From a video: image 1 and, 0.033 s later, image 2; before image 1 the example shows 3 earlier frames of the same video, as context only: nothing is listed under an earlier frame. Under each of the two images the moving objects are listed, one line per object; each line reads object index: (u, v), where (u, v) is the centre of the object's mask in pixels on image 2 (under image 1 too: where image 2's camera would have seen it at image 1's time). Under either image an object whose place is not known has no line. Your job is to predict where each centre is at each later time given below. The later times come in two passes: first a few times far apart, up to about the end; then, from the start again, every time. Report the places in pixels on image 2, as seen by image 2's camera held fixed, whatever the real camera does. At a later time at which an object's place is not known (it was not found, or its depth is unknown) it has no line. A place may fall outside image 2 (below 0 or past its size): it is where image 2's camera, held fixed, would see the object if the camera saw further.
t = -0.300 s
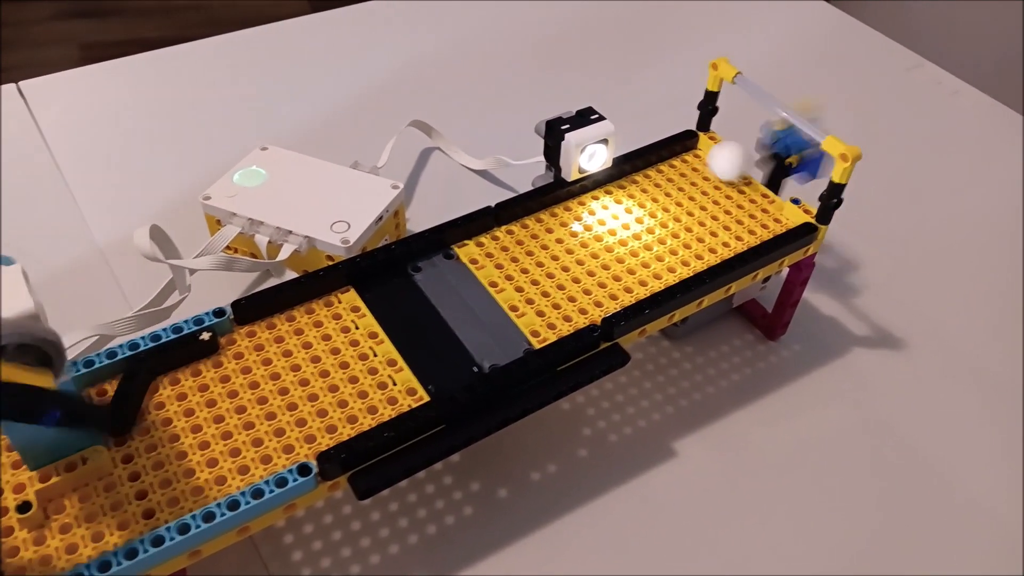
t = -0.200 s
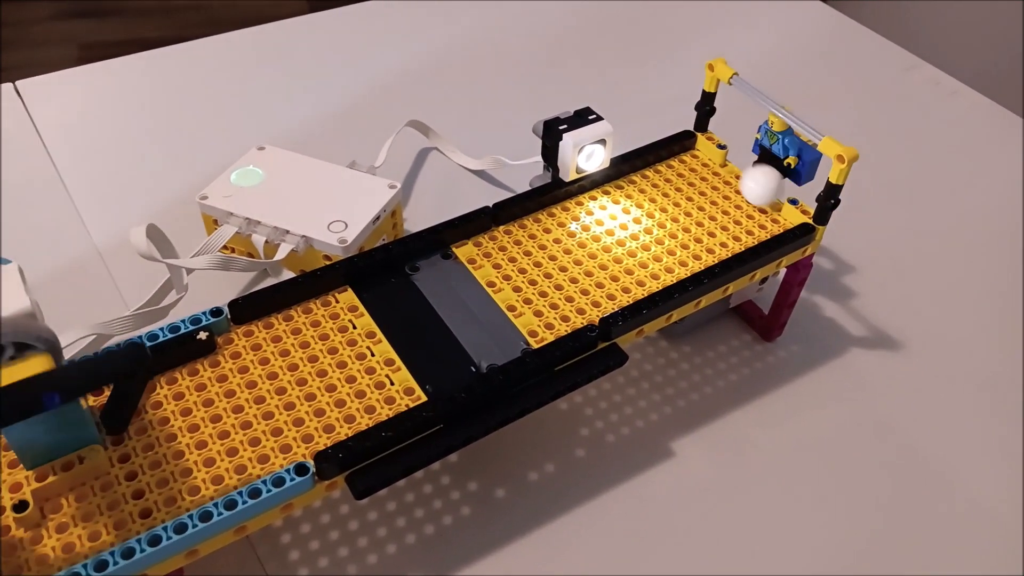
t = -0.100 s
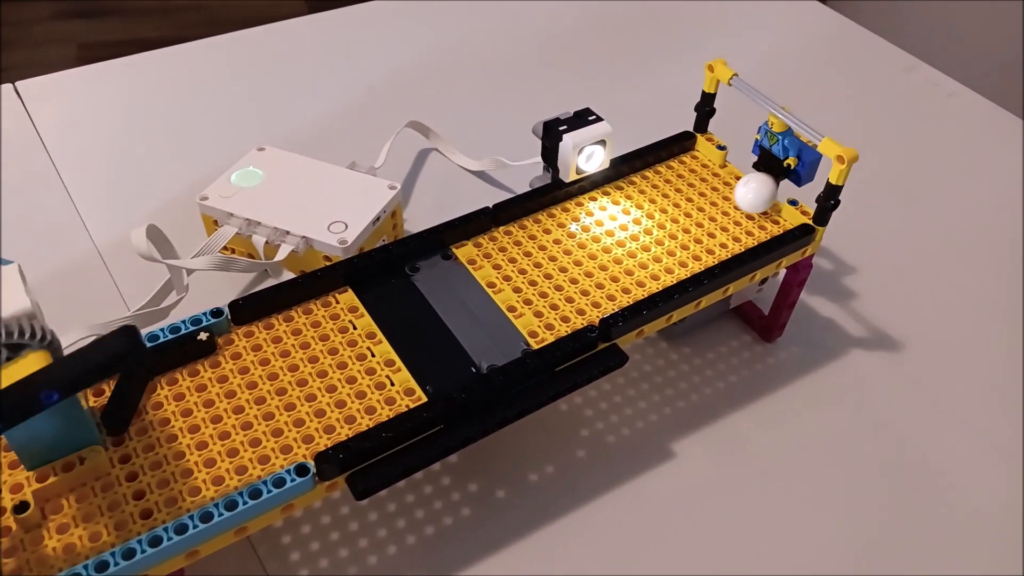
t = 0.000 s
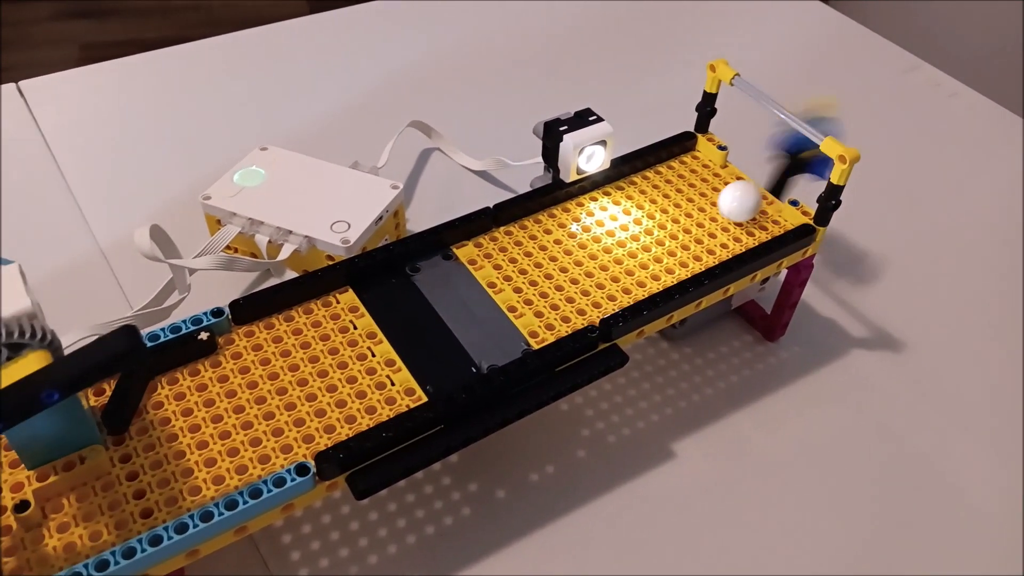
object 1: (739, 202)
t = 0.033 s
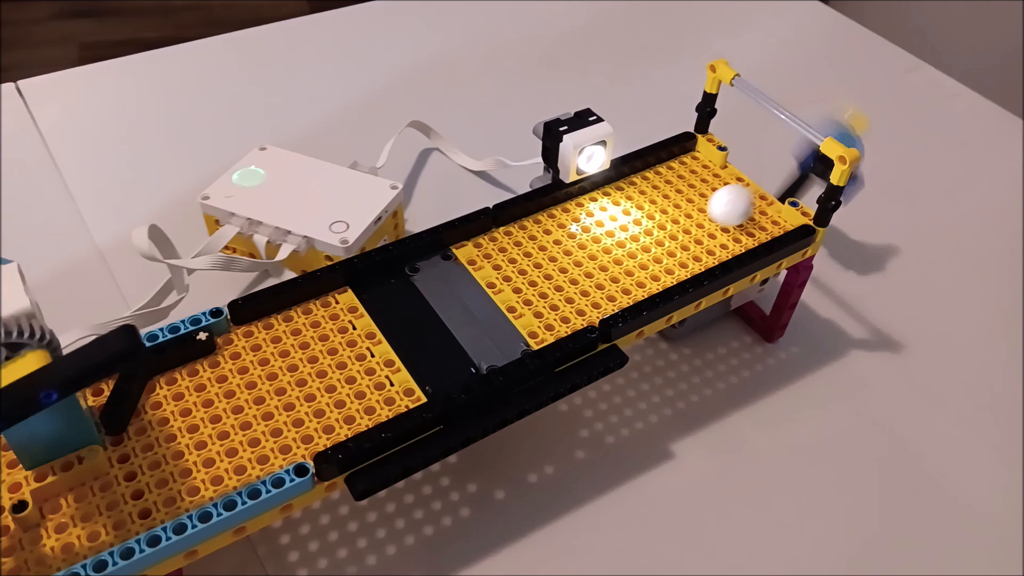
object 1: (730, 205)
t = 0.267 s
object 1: (654, 238)
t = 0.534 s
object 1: (500, 305)
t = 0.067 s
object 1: (721, 209)
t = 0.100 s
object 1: (712, 212)
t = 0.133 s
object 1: (702, 217)
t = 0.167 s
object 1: (691, 221)
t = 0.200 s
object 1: (680, 226)
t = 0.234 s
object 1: (668, 232)
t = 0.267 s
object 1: (654, 238)
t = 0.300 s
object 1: (638, 245)
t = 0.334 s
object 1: (622, 253)
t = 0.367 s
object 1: (605, 259)
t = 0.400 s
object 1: (587, 267)
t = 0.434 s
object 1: (568, 275)
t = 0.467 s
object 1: (549, 283)
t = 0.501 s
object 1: (527, 293)
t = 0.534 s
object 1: (500, 305)
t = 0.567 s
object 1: (478, 315)
